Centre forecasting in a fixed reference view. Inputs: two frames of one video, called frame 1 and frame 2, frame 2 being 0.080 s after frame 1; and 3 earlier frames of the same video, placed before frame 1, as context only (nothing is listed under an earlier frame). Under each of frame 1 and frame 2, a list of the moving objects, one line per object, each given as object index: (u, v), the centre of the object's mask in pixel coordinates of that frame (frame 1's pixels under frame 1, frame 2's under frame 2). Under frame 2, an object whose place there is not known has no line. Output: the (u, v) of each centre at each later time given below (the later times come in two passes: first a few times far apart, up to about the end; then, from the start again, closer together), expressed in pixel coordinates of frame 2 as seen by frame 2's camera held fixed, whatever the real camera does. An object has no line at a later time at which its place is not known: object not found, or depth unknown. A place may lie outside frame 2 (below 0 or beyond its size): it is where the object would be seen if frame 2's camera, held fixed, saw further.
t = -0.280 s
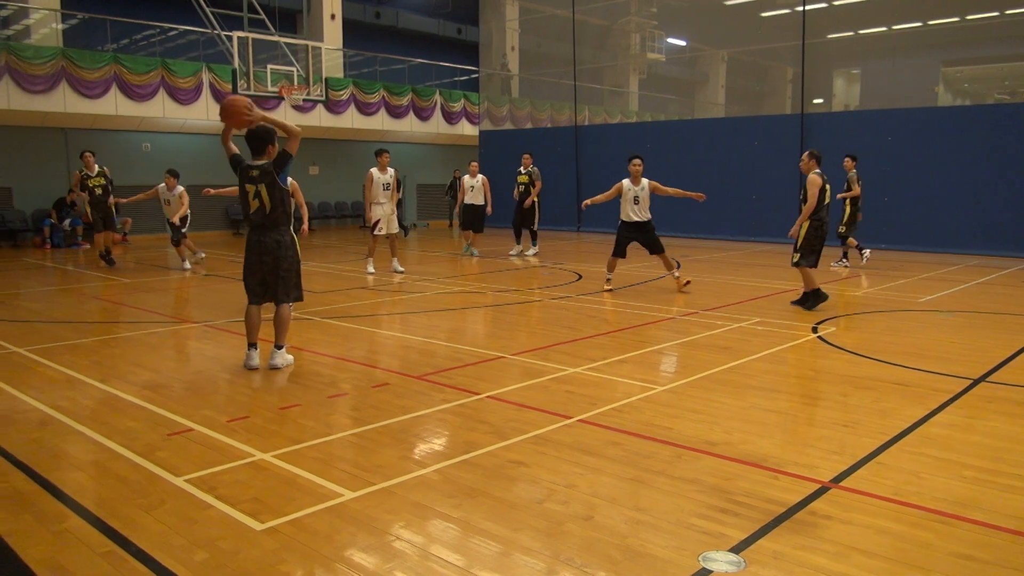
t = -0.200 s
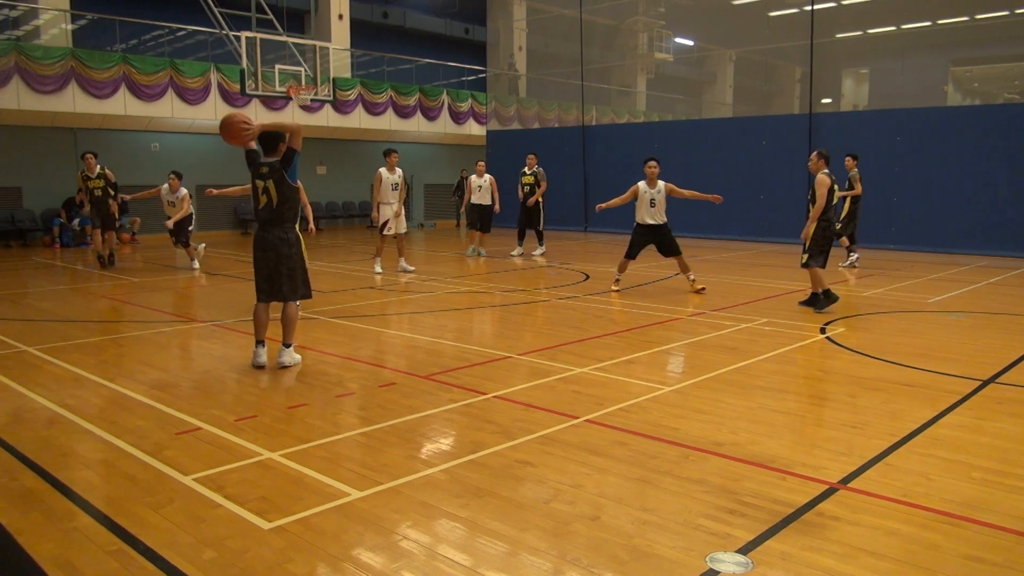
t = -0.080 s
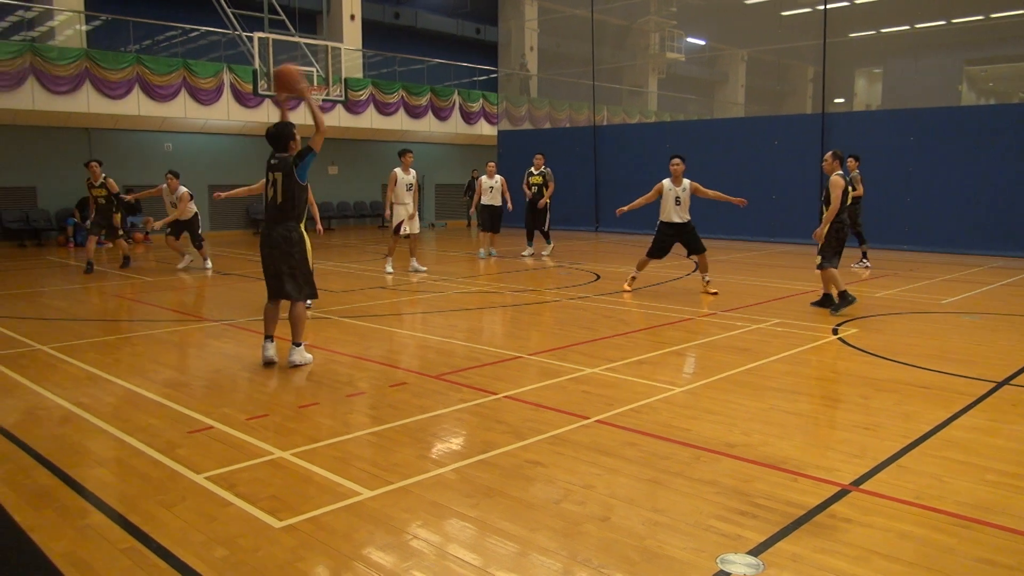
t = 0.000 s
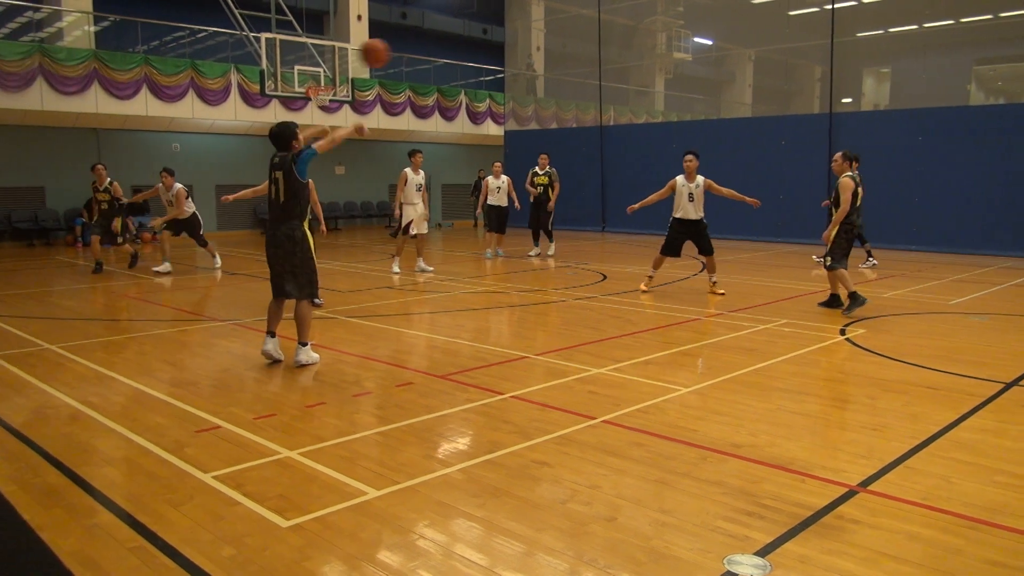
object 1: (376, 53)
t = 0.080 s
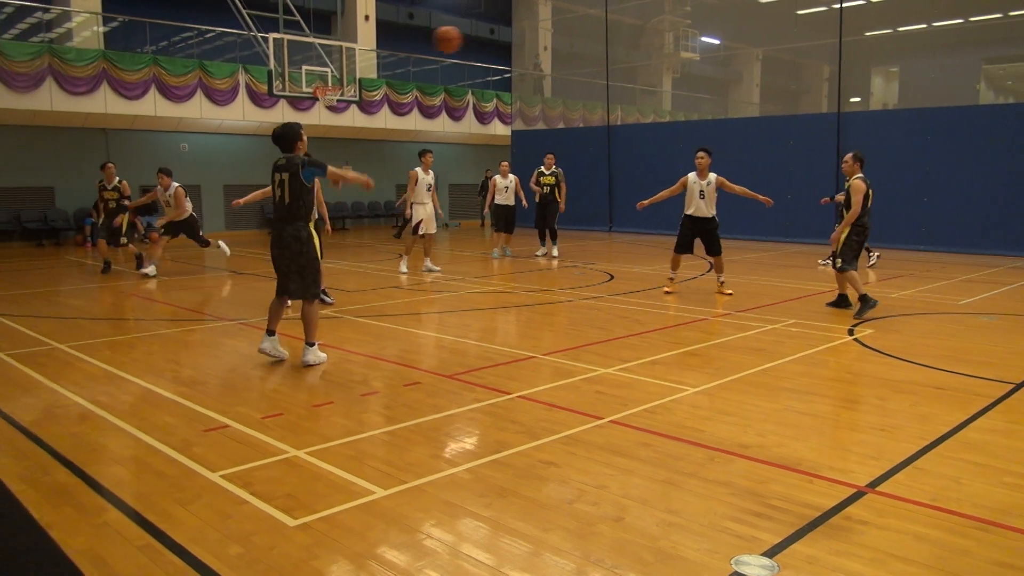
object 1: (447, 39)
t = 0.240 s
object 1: (552, 34)
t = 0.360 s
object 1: (610, 46)
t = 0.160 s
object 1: (503, 33)
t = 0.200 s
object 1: (528, 33)
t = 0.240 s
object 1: (552, 34)
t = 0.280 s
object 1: (572, 37)
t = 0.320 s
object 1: (591, 41)
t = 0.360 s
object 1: (610, 46)
